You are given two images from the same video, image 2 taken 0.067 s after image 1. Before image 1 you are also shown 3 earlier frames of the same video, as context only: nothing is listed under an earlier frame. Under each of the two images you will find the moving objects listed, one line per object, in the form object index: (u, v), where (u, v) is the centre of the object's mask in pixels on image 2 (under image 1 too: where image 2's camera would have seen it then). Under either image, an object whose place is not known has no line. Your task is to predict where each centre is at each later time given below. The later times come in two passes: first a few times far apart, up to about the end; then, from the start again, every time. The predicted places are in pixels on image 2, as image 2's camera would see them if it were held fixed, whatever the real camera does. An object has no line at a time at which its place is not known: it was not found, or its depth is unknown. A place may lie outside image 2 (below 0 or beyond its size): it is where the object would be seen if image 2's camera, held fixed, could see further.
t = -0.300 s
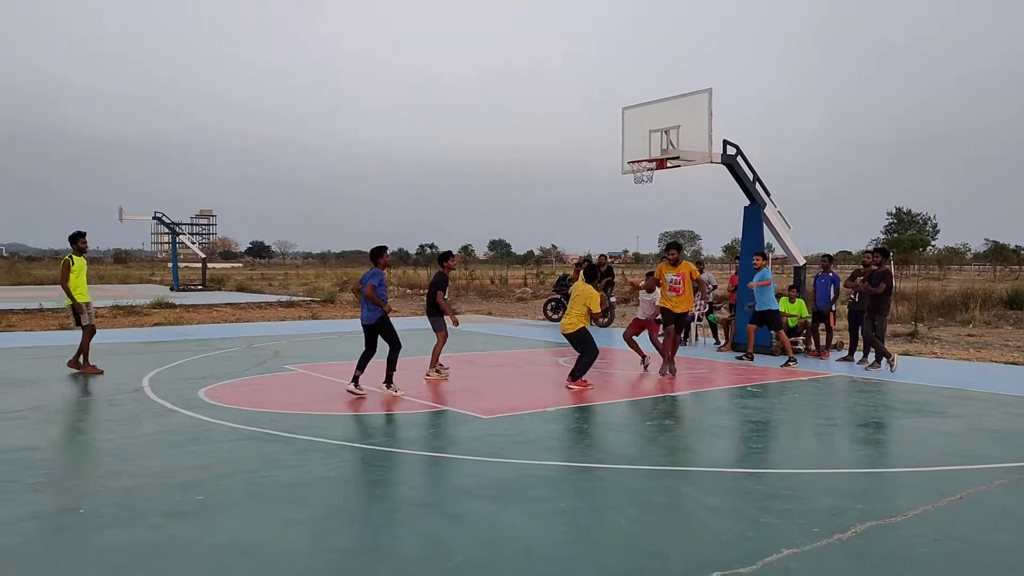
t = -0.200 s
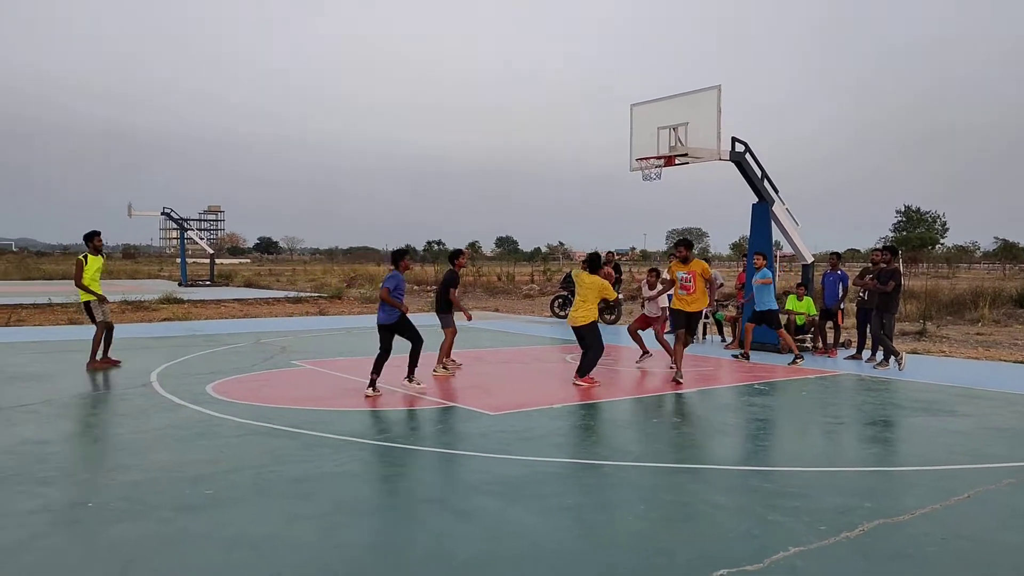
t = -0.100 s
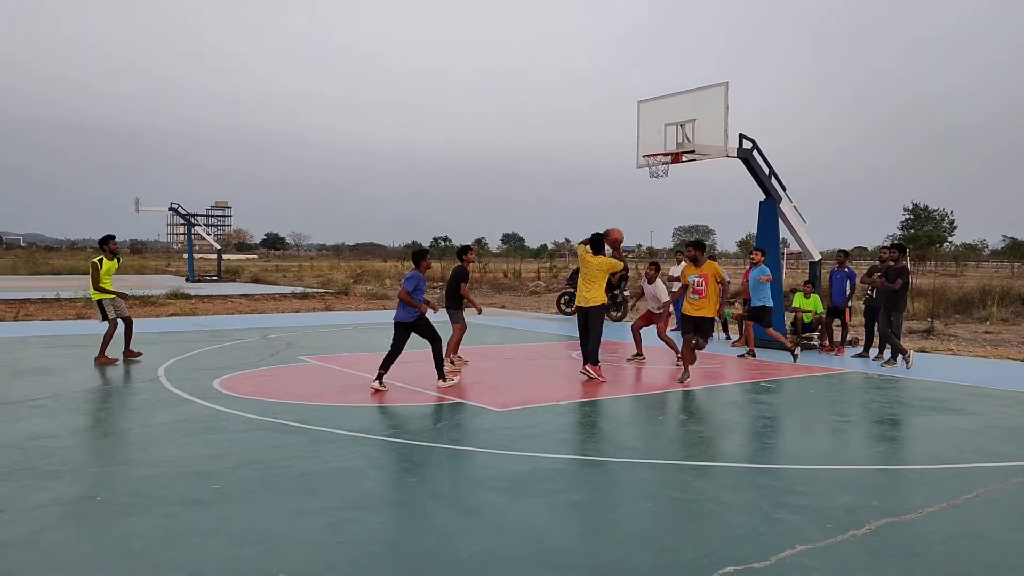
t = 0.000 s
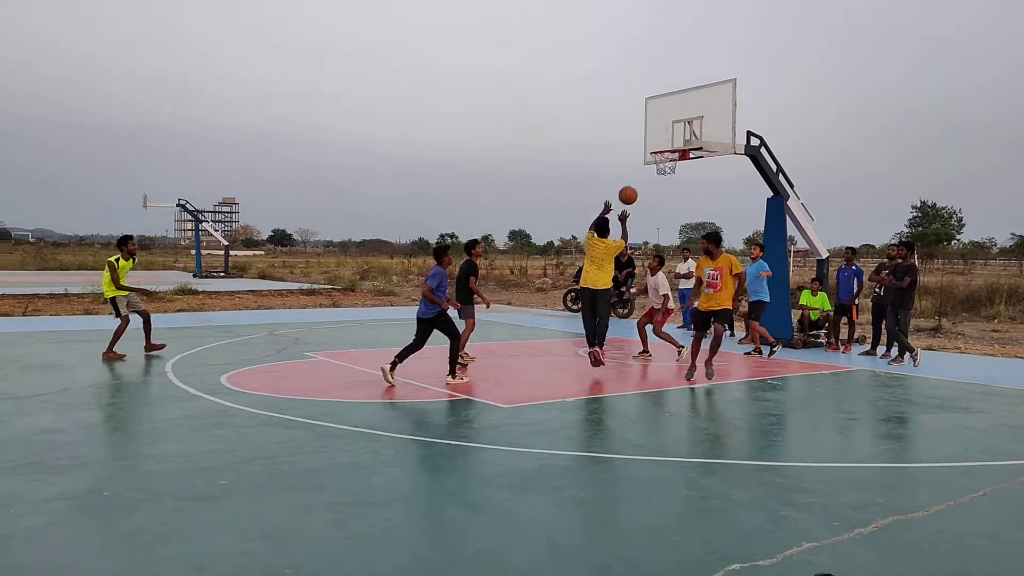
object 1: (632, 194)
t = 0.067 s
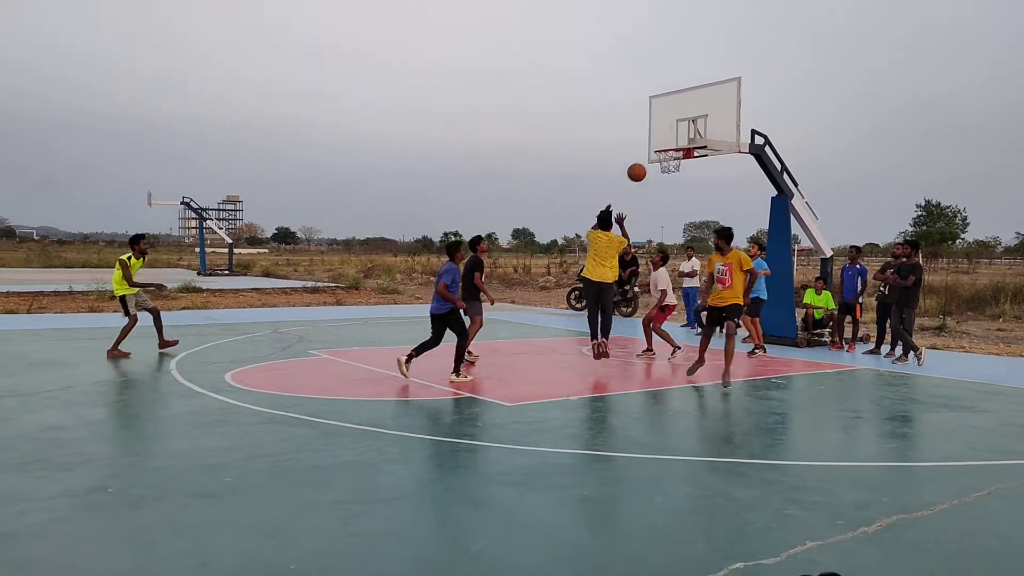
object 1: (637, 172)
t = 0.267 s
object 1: (649, 131)
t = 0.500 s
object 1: (661, 122)
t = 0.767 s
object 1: (672, 137)
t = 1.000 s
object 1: (673, 144)
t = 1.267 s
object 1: (674, 199)
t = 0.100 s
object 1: (639, 163)
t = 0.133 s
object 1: (641, 155)
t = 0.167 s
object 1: (643, 148)
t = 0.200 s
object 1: (645, 141)
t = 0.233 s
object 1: (647, 136)
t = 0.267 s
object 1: (649, 131)
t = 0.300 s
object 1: (651, 127)
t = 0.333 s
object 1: (652, 124)
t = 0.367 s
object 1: (654, 122)
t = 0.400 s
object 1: (656, 121)
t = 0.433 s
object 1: (658, 120)
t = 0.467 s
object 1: (660, 120)
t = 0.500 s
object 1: (661, 122)
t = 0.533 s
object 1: (663, 124)
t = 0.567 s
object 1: (665, 126)
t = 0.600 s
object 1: (667, 130)
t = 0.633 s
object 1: (669, 134)
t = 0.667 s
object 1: (670, 138)
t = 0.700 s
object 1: (672, 142)
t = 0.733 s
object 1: (672, 139)
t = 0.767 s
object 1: (672, 137)
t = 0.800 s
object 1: (672, 136)
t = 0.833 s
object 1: (672, 135)
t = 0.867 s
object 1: (673, 136)
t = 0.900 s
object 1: (673, 137)
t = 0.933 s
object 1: (673, 138)
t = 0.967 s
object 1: (673, 140)
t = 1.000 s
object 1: (673, 144)
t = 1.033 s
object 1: (674, 148)
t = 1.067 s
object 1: (674, 152)
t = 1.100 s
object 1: (673, 158)
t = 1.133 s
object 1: (674, 165)
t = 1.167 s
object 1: (674, 172)
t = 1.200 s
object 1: (674, 180)
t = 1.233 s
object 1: (674, 189)
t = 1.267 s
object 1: (674, 199)
